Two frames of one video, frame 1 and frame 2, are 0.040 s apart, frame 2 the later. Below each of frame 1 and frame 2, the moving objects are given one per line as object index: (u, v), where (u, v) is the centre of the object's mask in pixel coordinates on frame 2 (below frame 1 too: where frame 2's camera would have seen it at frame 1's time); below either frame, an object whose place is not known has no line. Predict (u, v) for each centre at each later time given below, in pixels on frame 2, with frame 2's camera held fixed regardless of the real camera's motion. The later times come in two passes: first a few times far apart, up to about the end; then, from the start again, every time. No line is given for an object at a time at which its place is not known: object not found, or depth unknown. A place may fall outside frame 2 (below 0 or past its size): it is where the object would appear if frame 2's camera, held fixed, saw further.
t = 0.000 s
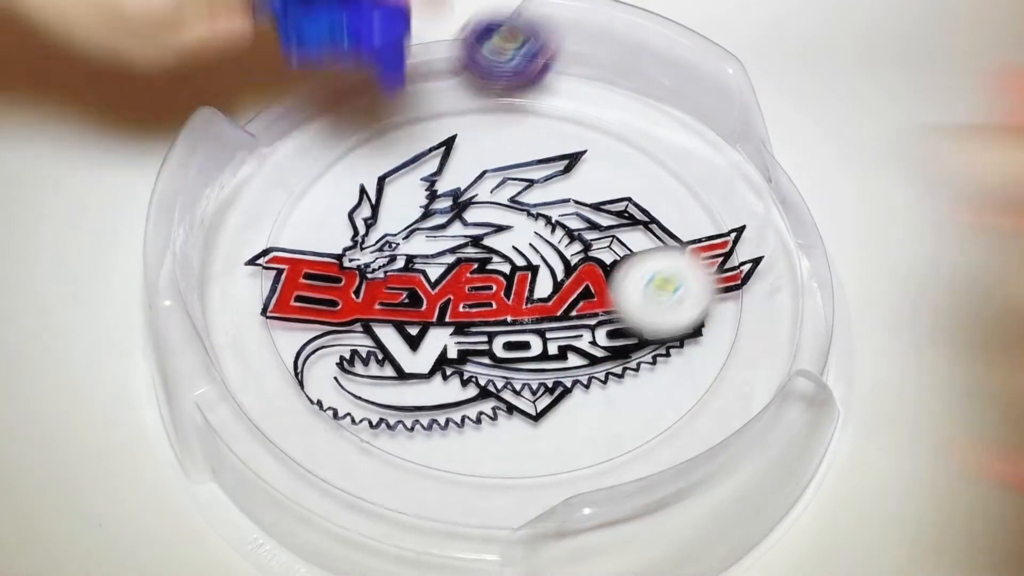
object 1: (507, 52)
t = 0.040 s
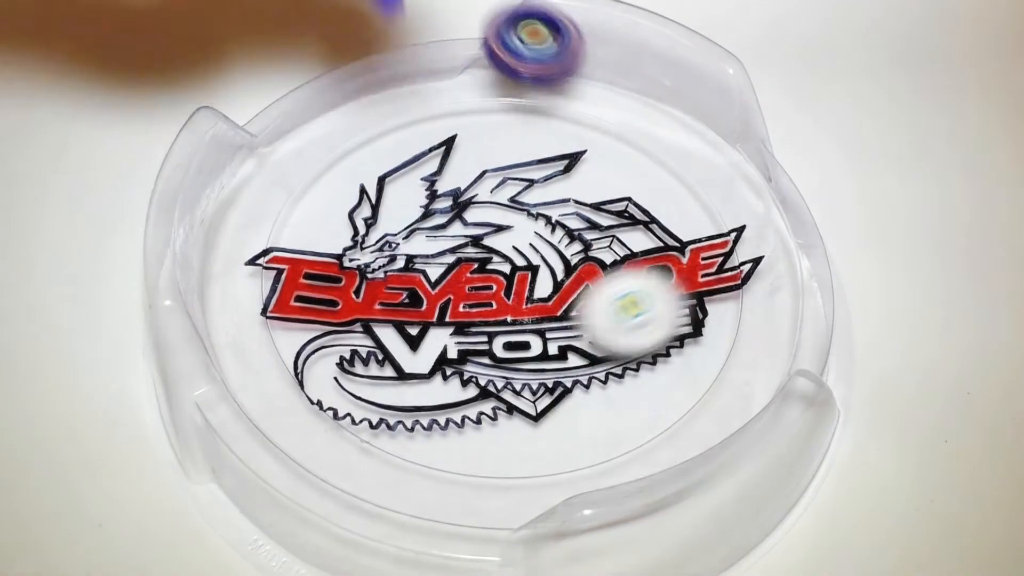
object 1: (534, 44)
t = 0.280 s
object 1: (605, 373)
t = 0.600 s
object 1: (276, 283)
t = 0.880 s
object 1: (592, 94)
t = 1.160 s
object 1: (465, 444)
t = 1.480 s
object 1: (535, 79)
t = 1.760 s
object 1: (546, 446)
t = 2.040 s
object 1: (359, 111)
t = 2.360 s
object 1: (712, 359)
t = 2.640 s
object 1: (264, 254)
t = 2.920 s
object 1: (602, 95)
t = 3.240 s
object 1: (483, 444)
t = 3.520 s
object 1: (310, 143)
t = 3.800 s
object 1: (708, 177)
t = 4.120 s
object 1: (390, 425)
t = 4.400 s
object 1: (333, 126)
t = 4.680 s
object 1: (706, 175)
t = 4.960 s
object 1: (538, 436)
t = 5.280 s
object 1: (293, 174)
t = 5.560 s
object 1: (614, 105)
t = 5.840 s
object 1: (651, 366)
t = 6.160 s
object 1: (264, 275)
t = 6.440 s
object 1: (470, 82)
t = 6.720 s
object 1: (691, 265)
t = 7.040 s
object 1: (362, 404)
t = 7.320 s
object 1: (314, 155)
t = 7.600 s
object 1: (605, 154)
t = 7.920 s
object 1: (586, 438)
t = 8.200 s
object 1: (294, 308)
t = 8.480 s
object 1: (478, 134)
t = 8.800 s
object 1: (724, 295)
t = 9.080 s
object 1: (481, 418)
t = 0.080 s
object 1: (552, 80)
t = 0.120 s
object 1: (572, 143)
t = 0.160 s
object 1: (585, 208)
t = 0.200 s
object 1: (601, 259)
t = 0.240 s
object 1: (612, 334)
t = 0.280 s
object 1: (605, 373)
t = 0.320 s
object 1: (589, 433)
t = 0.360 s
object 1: (552, 446)
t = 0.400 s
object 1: (498, 447)
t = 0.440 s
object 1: (444, 437)
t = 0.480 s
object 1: (389, 408)
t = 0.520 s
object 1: (339, 375)
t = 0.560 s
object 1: (288, 335)
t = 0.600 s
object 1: (276, 283)
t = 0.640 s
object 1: (271, 228)
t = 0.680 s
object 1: (294, 179)
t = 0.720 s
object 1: (336, 137)
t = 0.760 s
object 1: (388, 103)
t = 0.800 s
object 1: (453, 84)
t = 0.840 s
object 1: (522, 80)
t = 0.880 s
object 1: (592, 94)
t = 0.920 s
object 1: (658, 124)
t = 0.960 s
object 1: (715, 174)
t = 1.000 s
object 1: (745, 244)
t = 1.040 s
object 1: (738, 325)
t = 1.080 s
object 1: (678, 398)
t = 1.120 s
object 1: (576, 443)
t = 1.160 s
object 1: (465, 444)
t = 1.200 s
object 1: (365, 408)
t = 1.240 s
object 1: (299, 347)
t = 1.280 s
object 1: (272, 275)
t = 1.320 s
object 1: (282, 205)
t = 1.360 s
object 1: (319, 143)
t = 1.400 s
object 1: (382, 102)
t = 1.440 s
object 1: (456, 83)
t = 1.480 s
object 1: (535, 79)
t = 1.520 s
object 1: (615, 100)
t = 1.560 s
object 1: (684, 141)
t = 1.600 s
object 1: (733, 201)
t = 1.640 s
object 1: (747, 280)
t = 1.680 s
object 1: (716, 358)
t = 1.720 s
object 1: (646, 414)
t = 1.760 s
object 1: (546, 446)
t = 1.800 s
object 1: (443, 439)
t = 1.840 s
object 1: (353, 395)
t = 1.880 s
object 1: (296, 339)
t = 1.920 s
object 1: (271, 275)
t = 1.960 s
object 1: (278, 211)
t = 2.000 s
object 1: (307, 152)
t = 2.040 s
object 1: (359, 111)
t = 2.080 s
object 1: (423, 87)
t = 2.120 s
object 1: (495, 76)
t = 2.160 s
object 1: (569, 84)
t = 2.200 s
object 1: (638, 110)
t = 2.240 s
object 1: (698, 154)
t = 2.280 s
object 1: (736, 217)
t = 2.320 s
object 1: (742, 289)
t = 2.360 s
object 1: (712, 359)
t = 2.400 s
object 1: (647, 410)
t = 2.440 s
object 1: (559, 441)
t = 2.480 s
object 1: (467, 440)
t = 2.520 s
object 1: (378, 410)
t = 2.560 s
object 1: (315, 366)
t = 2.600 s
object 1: (279, 311)
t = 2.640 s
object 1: (264, 254)
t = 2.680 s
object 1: (277, 199)
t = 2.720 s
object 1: (304, 152)
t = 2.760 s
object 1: (348, 115)
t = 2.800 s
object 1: (403, 91)
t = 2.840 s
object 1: (466, 77)
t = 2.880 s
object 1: (534, 78)
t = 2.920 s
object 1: (602, 95)
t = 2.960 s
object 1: (664, 127)
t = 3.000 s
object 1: (712, 175)
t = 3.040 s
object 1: (735, 235)
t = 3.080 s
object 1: (737, 300)
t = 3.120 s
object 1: (707, 362)
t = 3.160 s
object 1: (648, 410)
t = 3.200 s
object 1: (569, 439)
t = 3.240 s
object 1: (483, 444)
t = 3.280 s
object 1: (402, 426)
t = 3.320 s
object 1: (338, 389)
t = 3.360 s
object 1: (291, 343)
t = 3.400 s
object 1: (267, 293)
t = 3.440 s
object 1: (261, 237)
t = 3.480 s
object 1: (279, 187)
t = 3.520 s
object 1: (310, 143)
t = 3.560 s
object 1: (358, 109)
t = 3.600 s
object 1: (416, 87)
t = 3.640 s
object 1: (480, 77)
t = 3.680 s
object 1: (546, 81)
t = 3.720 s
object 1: (610, 100)
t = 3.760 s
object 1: (666, 131)
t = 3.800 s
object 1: (708, 177)
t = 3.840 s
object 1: (732, 228)
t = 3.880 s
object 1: (737, 289)
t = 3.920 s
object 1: (715, 346)
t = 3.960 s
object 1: (667, 396)
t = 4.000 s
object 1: (603, 432)
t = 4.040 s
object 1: (531, 448)
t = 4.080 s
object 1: (459, 445)
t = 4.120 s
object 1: (390, 425)
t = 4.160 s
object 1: (336, 393)
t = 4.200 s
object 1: (293, 352)
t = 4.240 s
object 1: (271, 307)
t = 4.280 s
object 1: (259, 255)
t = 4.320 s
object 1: (268, 207)
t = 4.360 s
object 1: (293, 162)
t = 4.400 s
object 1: (333, 126)
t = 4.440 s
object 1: (383, 100)
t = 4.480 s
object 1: (439, 85)
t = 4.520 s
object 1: (499, 79)
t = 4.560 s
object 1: (559, 86)
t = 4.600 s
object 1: (617, 104)
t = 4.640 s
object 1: (667, 134)
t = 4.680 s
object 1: (706, 175)
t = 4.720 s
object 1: (731, 220)
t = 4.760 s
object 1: (740, 272)
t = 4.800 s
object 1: (730, 322)
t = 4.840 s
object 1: (703, 367)
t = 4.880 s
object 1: (658, 402)
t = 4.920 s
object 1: (601, 426)
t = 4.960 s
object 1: (538, 436)
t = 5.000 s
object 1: (471, 432)
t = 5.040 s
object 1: (410, 414)
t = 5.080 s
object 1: (352, 382)
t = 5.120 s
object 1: (312, 345)
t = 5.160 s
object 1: (281, 306)
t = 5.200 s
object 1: (262, 258)
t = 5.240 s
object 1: (270, 212)
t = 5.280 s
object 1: (293, 174)
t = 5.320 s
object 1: (320, 138)
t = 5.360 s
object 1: (362, 110)
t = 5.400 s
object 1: (410, 92)
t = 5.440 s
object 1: (460, 83)
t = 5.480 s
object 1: (512, 80)
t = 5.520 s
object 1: (565, 89)
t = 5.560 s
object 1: (614, 105)
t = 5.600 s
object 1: (656, 131)
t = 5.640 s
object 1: (689, 163)
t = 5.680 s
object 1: (709, 203)
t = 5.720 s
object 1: (716, 245)
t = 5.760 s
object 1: (707, 291)
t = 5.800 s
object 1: (680, 333)
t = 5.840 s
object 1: (651, 366)
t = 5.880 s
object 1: (606, 394)
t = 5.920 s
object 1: (547, 411)
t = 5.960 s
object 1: (484, 414)
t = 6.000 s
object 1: (423, 407)
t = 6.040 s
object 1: (362, 384)
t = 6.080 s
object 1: (315, 353)
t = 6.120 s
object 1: (279, 318)
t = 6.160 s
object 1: (264, 275)
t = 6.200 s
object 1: (266, 231)
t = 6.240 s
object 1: (281, 190)
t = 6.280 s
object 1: (305, 154)
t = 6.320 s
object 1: (338, 126)
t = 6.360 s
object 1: (380, 104)
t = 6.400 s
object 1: (423, 88)
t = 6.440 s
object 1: (470, 82)
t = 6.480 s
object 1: (519, 84)
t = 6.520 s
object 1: (565, 97)
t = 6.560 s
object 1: (608, 118)
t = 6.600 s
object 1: (643, 147)
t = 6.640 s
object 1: (671, 181)
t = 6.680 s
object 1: (688, 223)
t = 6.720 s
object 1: (691, 265)
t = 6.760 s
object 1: (683, 308)
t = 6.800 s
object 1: (661, 347)
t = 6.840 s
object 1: (625, 385)
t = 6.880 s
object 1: (579, 412)
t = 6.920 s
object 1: (524, 431)
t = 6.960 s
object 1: (466, 439)
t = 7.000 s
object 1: (409, 432)
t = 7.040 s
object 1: (362, 404)
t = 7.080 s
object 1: (321, 373)
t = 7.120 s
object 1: (288, 337)
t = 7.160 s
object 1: (276, 298)
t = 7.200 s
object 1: (266, 257)
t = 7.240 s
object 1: (271, 219)
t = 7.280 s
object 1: (288, 185)
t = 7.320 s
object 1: (314, 155)
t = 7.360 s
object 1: (350, 135)
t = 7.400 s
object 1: (389, 119)
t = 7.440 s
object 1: (433, 111)
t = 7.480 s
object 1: (478, 111)
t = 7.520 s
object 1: (523, 117)
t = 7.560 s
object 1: (566, 131)
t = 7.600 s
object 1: (605, 154)
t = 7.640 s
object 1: (640, 180)
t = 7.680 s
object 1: (671, 218)
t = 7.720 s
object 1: (690, 258)
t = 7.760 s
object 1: (696, 299)
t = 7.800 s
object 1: (688, 343)
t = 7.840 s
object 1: (667, 383)
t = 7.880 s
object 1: (633, 416)
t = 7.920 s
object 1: (586, 438)
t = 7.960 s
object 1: (532, 447)
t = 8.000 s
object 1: (476, 444)
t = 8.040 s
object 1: (421, 433)
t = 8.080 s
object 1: (372, 412)
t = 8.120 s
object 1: (334, 381)
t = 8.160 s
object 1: (306, 347)
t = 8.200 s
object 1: (294, 308)
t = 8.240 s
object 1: (294, 273)
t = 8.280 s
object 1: (306, 235)
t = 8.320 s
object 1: (329, 203)
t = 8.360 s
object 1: (360, 176)
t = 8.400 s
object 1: (397, 156)
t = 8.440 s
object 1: (436, 142)
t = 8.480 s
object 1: (478, 134)
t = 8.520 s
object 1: (520, 134)
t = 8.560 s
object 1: (563, 139)
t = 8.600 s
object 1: (603, 153)
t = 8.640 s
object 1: (640, 170)
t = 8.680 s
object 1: (674, 194)
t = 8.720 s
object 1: (701, 225)
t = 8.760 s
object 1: (719, 260)
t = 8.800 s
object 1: (724, 295)
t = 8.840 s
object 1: (717, 329)
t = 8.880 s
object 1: (697, 365)
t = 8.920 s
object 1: (665, 393)
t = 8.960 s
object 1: (624, 414)
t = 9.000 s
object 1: (578, 427)
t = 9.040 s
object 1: (529, 428)
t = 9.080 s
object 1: (481, 418)
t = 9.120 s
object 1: (434, 401)
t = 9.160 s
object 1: (396, 372)
